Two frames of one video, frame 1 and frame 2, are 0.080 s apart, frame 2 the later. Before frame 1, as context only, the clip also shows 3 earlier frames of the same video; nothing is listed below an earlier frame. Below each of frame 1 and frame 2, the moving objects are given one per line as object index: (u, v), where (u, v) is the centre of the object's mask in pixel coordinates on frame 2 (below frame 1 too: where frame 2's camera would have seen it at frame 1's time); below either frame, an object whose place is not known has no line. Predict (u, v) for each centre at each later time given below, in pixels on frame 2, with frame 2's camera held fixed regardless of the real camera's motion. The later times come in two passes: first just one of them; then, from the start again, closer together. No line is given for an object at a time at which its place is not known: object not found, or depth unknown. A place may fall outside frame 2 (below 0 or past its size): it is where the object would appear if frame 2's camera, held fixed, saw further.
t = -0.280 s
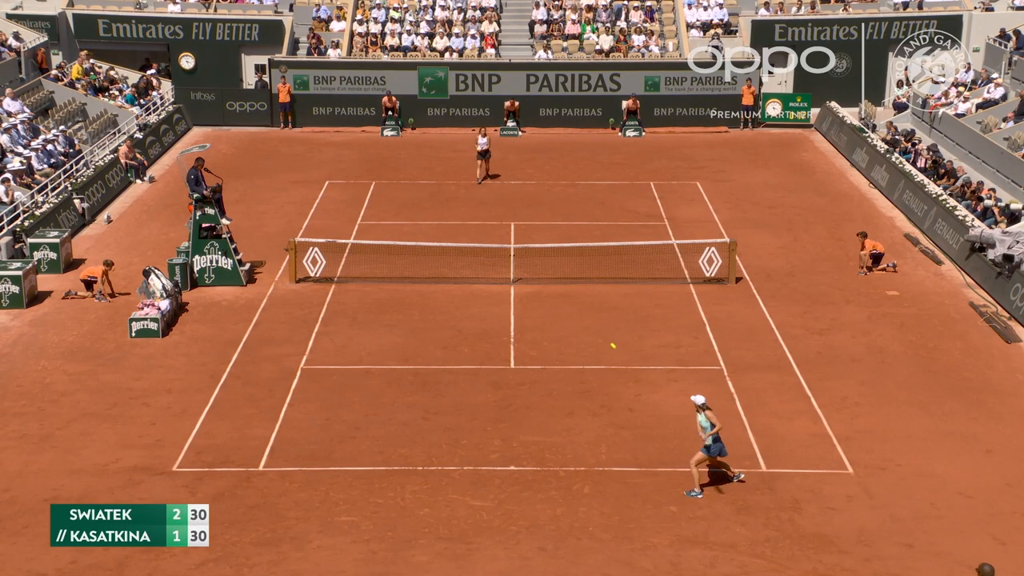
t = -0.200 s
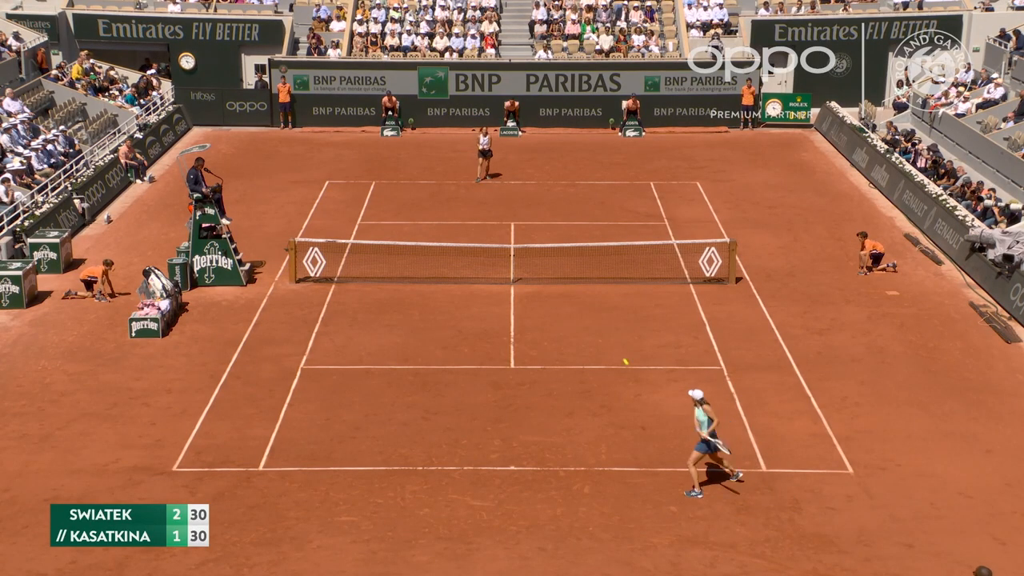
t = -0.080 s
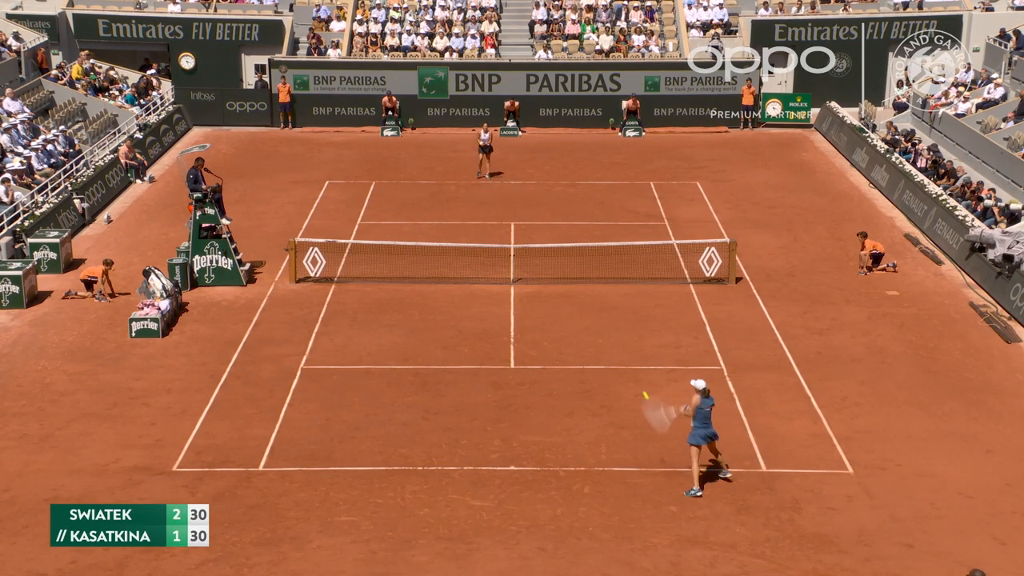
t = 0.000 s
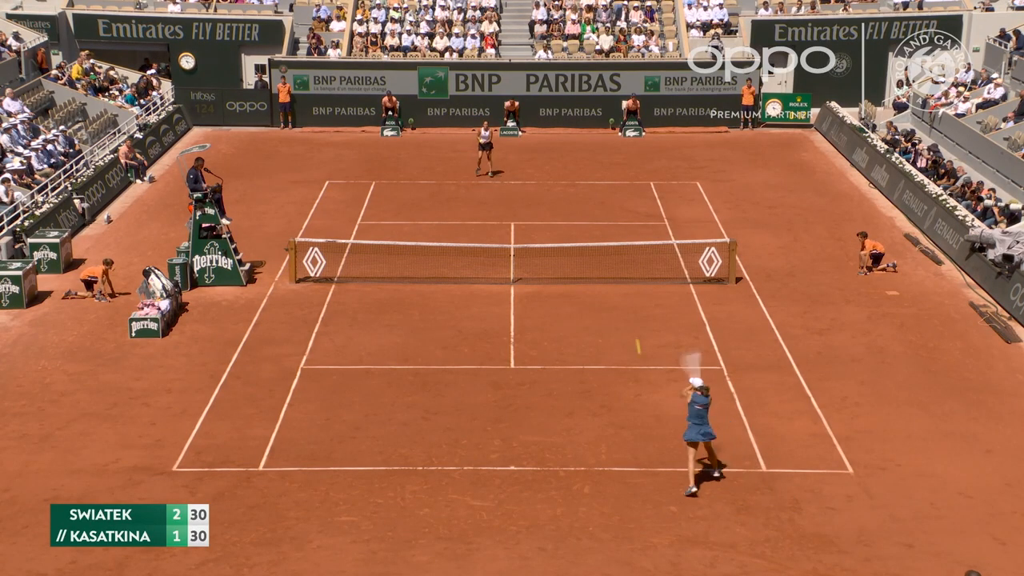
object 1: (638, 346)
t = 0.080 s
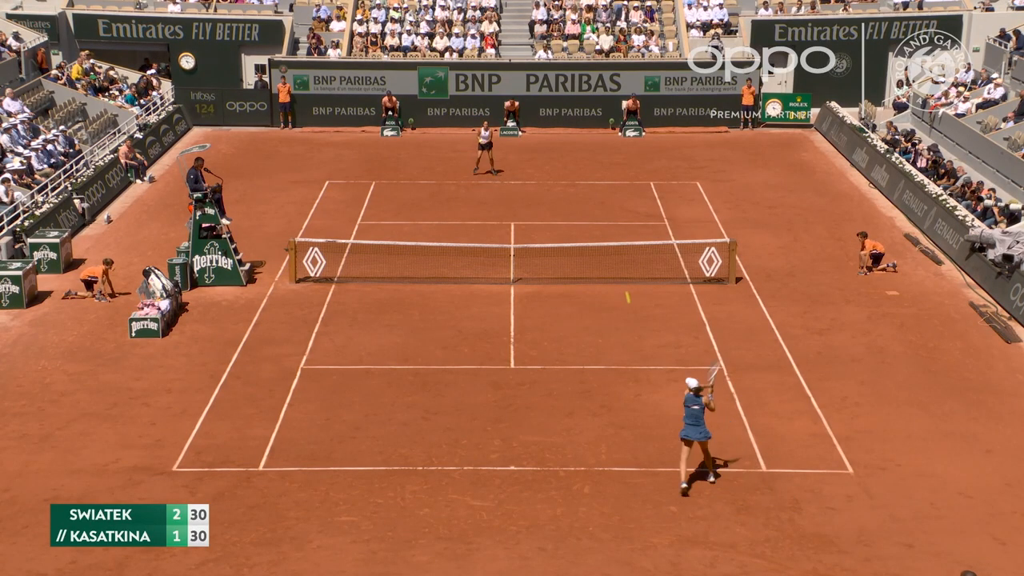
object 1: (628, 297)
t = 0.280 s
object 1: (607, 224)
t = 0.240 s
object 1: (610, 234)
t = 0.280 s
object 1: (607, 224)
